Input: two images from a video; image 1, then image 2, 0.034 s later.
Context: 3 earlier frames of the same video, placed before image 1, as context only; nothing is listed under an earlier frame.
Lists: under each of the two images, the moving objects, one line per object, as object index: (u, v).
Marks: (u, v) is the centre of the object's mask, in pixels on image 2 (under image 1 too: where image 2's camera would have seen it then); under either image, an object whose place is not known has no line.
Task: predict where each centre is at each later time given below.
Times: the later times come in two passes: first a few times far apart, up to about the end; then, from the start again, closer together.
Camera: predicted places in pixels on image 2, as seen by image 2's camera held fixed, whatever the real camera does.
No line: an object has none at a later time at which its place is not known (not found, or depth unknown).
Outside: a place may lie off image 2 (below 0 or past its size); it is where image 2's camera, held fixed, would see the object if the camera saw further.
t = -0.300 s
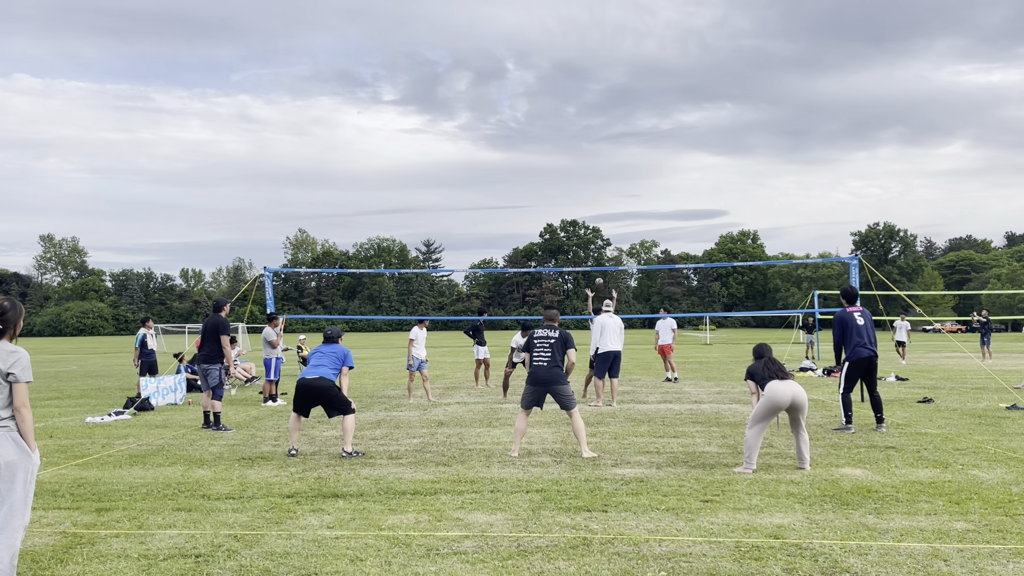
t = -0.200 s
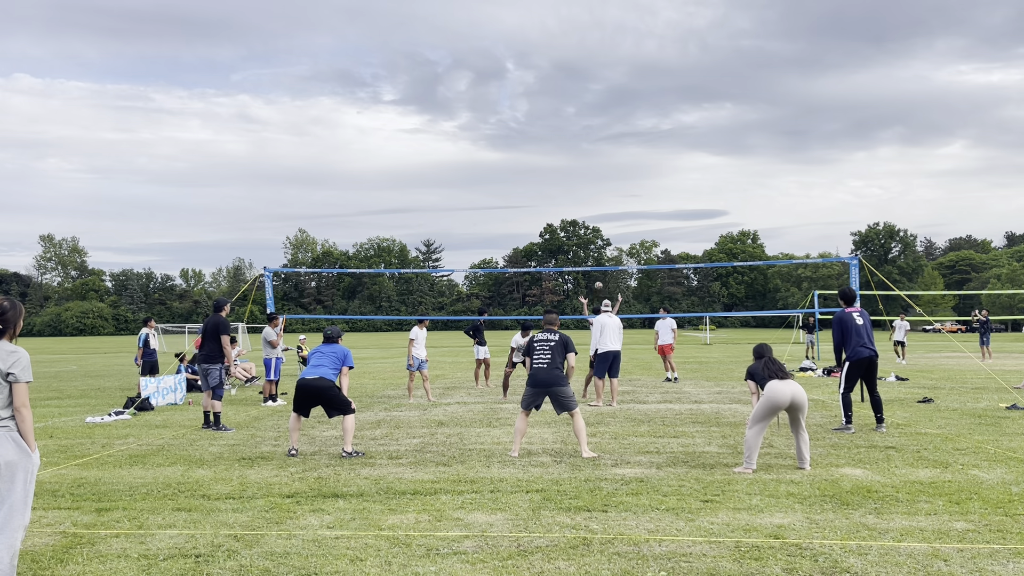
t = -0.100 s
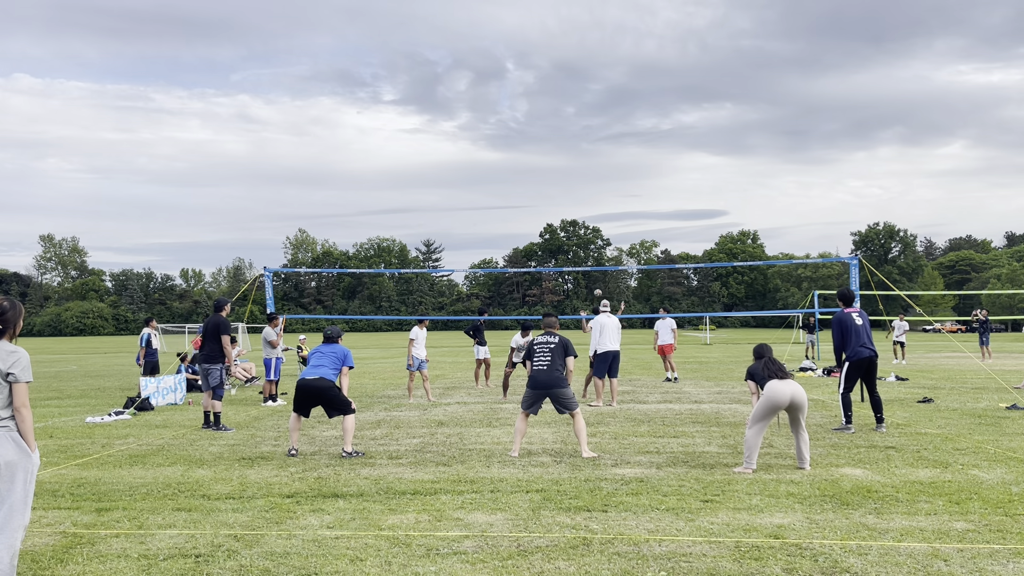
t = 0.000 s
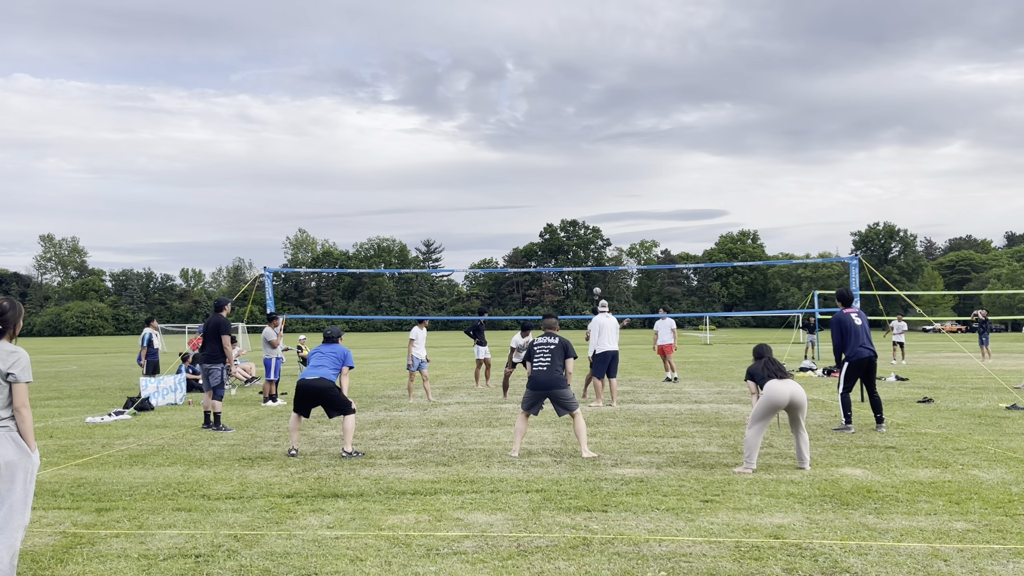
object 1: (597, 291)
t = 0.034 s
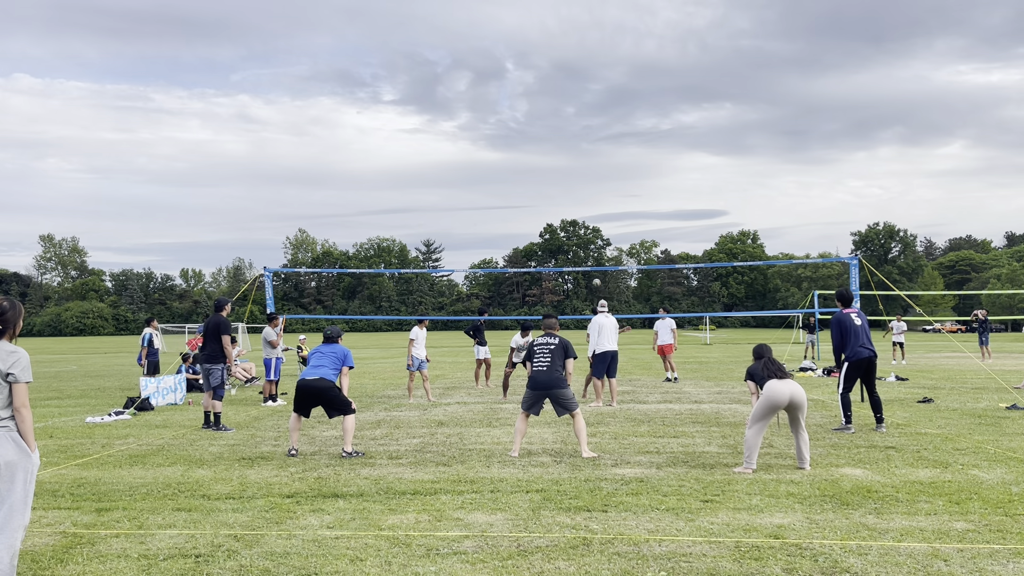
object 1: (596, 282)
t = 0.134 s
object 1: (595, 257)
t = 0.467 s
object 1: (588, 190)
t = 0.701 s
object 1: (581, 161)
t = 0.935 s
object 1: (574, 156)
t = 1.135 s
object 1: (568, 182)
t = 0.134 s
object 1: (595, 257)
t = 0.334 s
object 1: (591, 214)
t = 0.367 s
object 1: (590, 207)
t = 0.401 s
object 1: (589, 201)
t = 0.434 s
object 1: (589, 195)
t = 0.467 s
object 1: (588, 190)
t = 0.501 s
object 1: (587, 184)
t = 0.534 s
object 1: (586, 179)
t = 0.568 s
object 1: (585, 175)
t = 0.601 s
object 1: (584, 171)
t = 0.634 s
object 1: (583, 167)
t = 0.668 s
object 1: (582, 164)
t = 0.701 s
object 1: (581, 161)
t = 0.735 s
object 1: (580, 159)
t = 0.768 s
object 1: (578, 157)
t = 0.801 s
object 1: (578, 156)
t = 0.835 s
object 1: (577, 155)
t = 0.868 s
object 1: (576, 154)
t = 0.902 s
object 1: (575, 155)
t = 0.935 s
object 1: (574, 156)
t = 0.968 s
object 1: (573, 158)
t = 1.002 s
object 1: (572, 161)
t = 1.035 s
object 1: (571, 165)
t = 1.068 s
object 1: (570, 169)
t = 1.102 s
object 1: (569, 175)
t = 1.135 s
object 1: (568, 182)
